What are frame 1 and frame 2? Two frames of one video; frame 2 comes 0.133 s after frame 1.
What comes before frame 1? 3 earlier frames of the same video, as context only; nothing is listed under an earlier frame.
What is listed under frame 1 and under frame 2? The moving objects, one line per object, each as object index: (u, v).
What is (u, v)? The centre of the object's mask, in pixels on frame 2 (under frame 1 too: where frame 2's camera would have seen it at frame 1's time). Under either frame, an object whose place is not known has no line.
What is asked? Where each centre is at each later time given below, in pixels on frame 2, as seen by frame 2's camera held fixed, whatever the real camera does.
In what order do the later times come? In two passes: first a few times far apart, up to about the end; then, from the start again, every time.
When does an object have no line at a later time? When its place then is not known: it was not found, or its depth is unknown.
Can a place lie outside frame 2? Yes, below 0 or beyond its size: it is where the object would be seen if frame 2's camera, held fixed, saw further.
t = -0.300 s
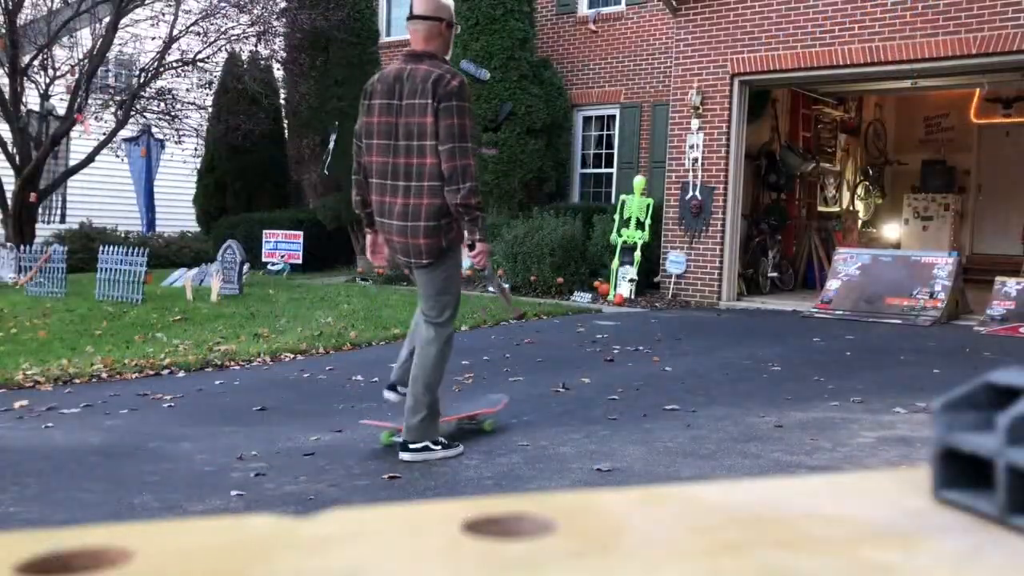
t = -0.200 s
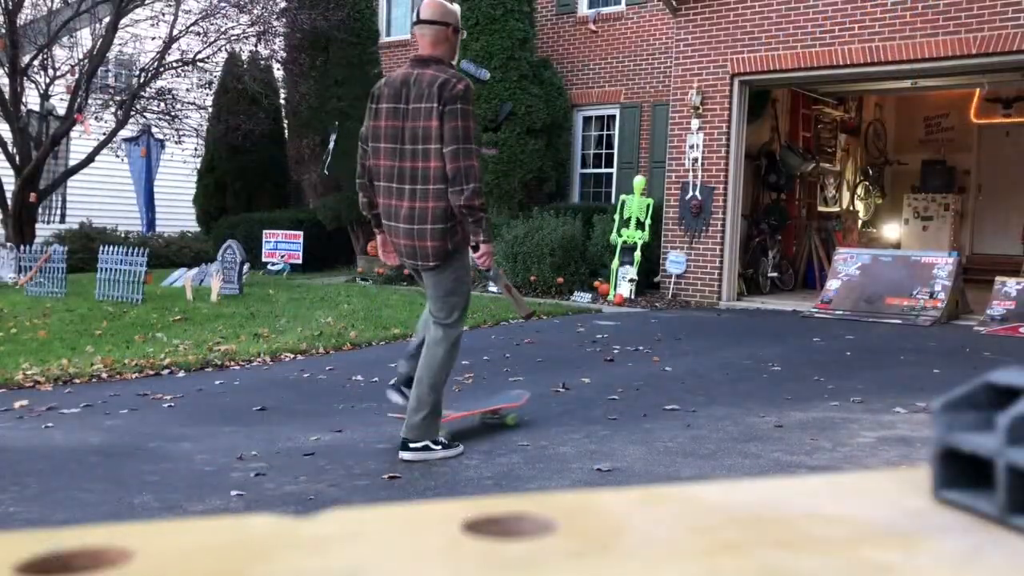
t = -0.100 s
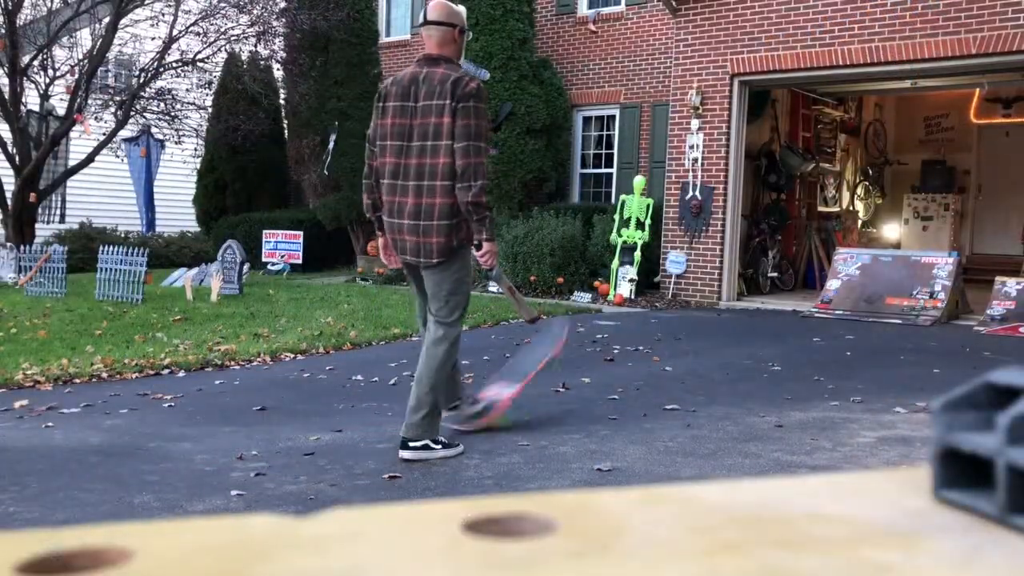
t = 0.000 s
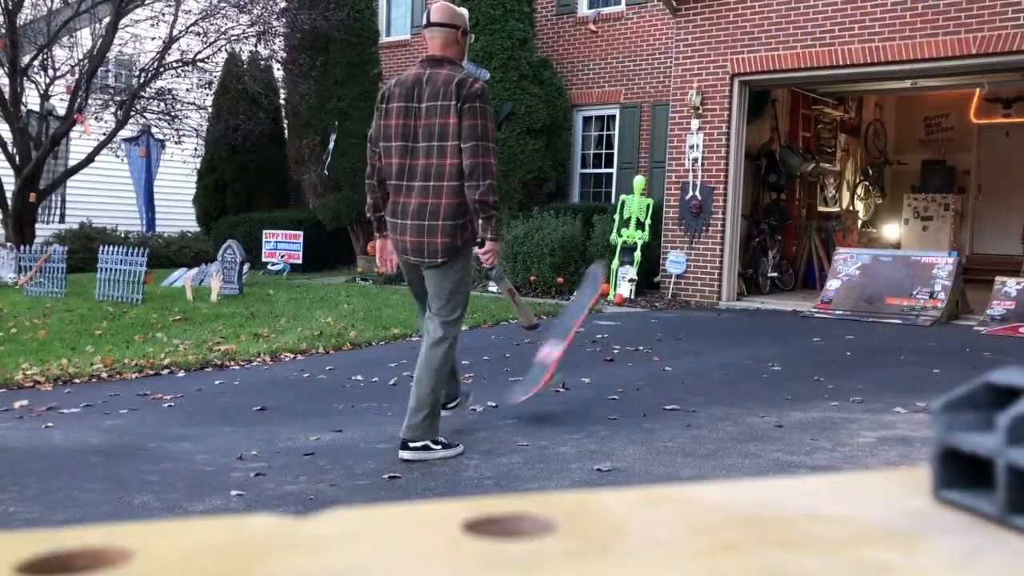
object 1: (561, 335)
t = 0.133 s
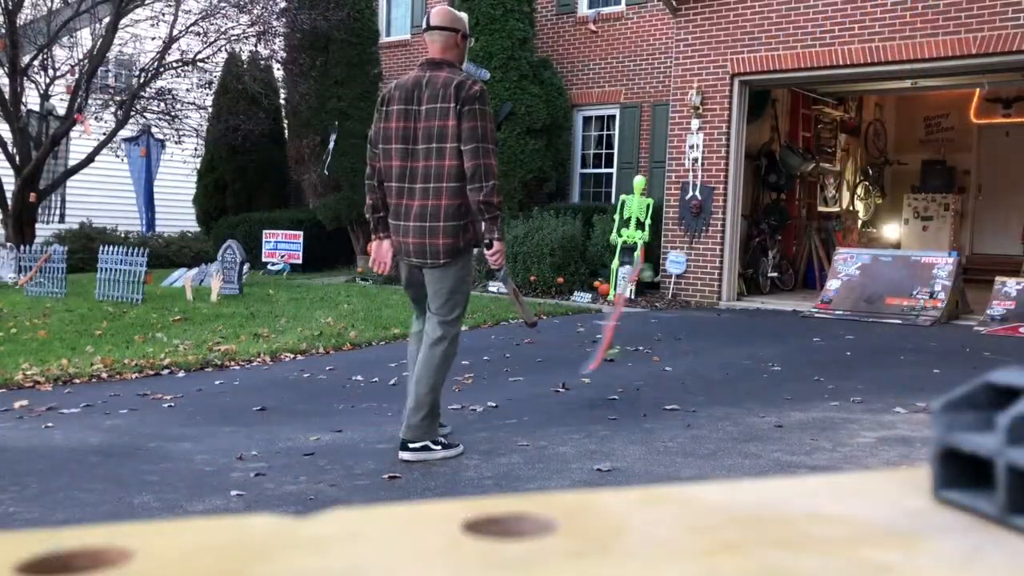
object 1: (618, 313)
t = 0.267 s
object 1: (666, 305)
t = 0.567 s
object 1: (733, 346)
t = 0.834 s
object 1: (752, 341)
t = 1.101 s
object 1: (775, 339)
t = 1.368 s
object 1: (786, 335)
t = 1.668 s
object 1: (780, 338)
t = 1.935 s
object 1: (780, 338)
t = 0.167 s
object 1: (633, 307)
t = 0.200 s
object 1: (644, 306)
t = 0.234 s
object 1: (653, 309)
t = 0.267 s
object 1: (666, 305)
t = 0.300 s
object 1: (677, 311)
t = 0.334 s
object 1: (687, 317)
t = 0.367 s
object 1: (696, 325)
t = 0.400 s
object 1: (705, 335)
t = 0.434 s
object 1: (715, 343)
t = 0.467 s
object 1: (722, 353)
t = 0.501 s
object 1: (729, 353)
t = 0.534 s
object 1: (731, 349)
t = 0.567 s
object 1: (733, 346)
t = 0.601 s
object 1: (736, 345)
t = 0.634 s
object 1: (739, 344)
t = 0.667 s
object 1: (740, 345)
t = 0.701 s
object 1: (741, 344)
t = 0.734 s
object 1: (743, 344)
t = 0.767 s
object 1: (746, 342)
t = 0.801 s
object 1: (749, 341)
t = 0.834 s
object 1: (752, 341)
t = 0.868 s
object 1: (755, 342)
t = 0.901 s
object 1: (759, 342)
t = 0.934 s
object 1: (762, 340)
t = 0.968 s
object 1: (765, 340)
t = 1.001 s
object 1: (768, 339)
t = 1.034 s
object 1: (770, 339)
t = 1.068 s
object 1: (773, 338)
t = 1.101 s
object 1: (775, 339)
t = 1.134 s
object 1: (776, 339)
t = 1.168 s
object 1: (778, 340)
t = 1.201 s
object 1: (780, 342)
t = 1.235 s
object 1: (782, 342)
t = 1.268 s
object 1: (784, 338)
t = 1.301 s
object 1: (785, 334)
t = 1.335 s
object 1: (786, 335)
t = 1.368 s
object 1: (786, 335)
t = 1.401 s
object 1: (785, 335)
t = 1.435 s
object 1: (784, 335)
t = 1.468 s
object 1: (784, 335)
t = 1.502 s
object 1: (784, 335)
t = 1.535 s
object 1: (783, 336)
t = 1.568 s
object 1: (782, 336)
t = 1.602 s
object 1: (782, 336)
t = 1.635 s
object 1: (781, 336)
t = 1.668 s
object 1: (780, 338)
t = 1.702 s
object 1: (779, 339)
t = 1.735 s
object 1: (779, 338)
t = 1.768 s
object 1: (779, 338)
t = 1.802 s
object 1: (779, 338)
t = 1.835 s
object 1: (779, 338)
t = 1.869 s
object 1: (779, 338)
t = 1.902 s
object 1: (779, 339)
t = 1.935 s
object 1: (780, 338)
